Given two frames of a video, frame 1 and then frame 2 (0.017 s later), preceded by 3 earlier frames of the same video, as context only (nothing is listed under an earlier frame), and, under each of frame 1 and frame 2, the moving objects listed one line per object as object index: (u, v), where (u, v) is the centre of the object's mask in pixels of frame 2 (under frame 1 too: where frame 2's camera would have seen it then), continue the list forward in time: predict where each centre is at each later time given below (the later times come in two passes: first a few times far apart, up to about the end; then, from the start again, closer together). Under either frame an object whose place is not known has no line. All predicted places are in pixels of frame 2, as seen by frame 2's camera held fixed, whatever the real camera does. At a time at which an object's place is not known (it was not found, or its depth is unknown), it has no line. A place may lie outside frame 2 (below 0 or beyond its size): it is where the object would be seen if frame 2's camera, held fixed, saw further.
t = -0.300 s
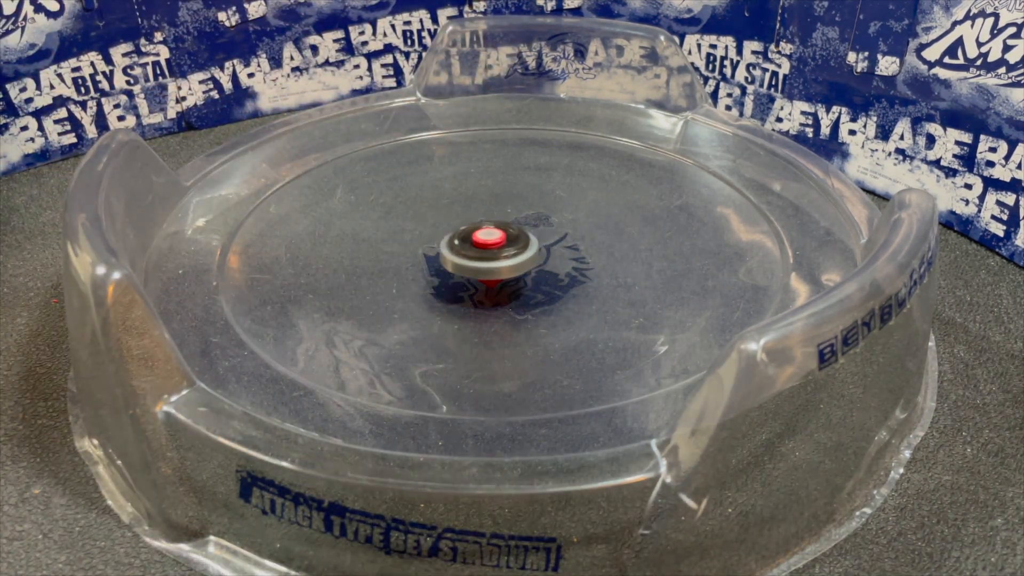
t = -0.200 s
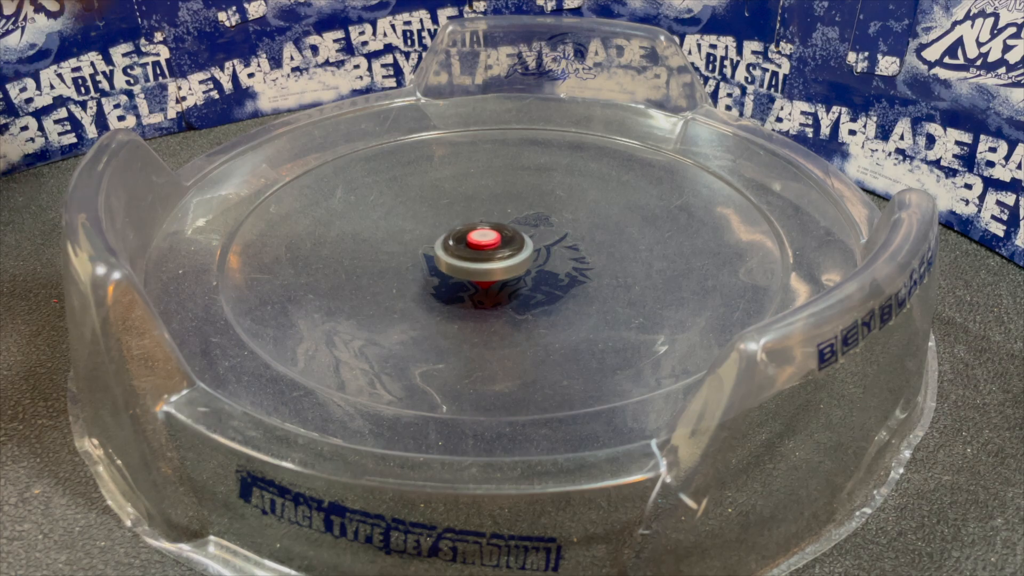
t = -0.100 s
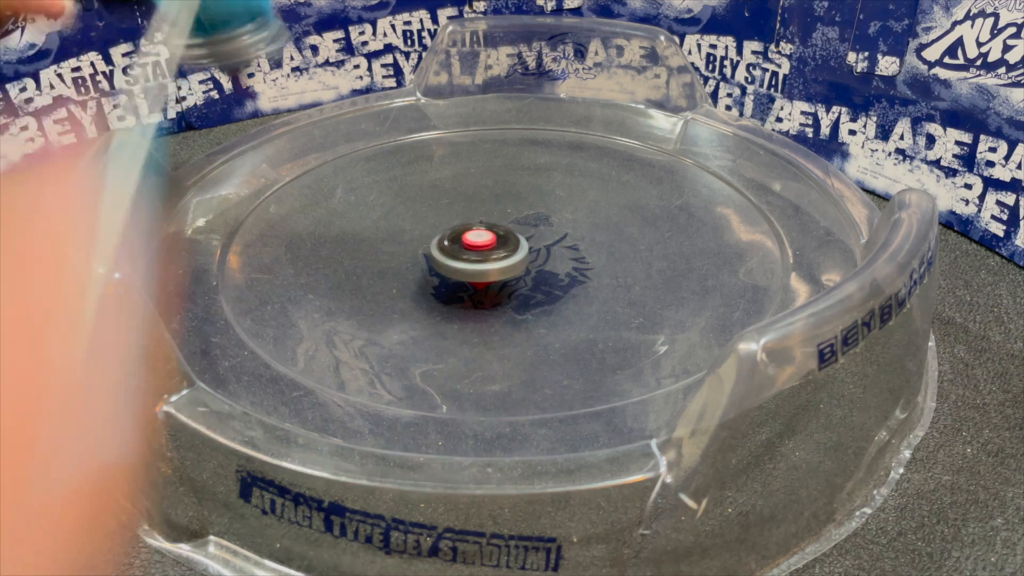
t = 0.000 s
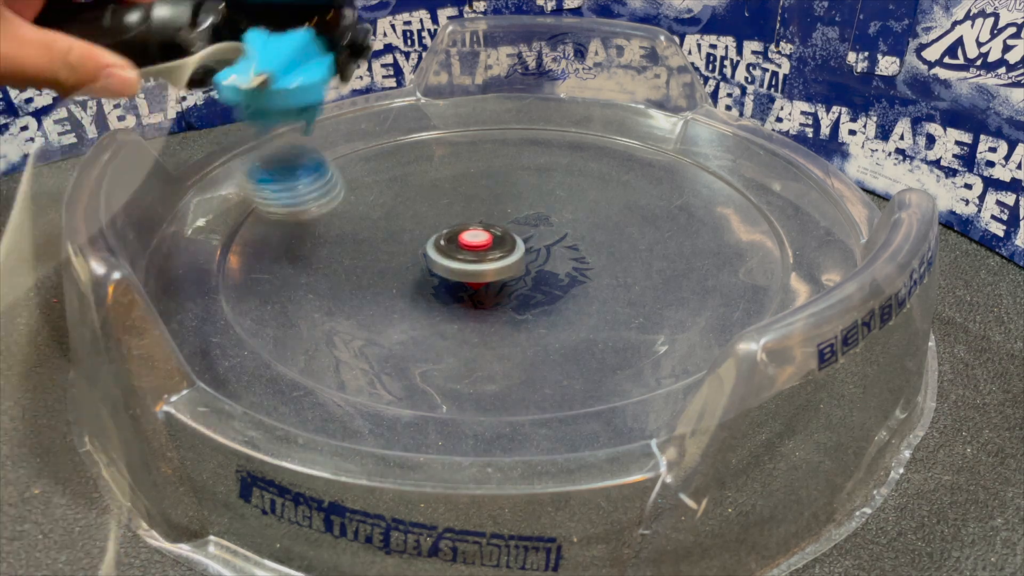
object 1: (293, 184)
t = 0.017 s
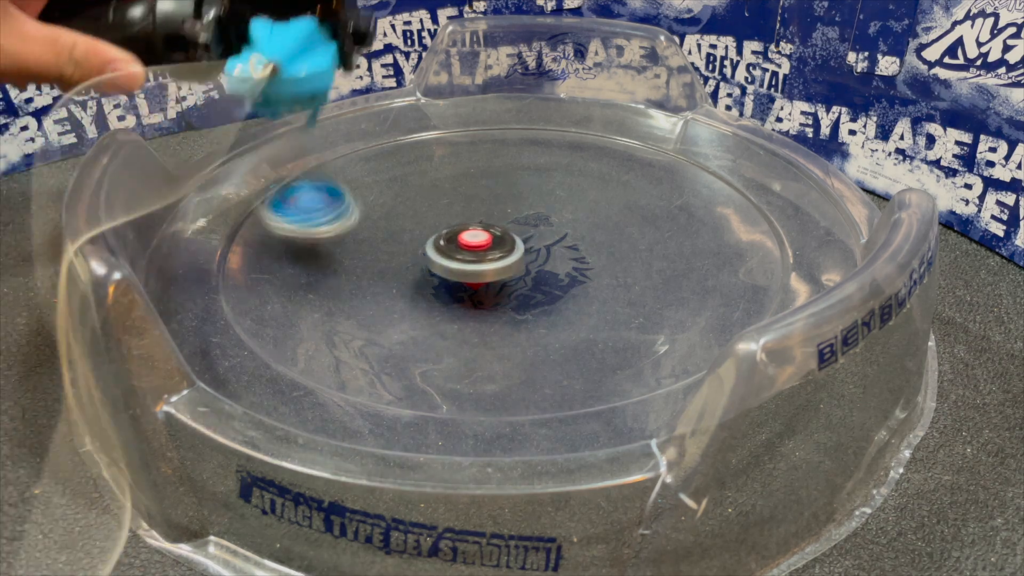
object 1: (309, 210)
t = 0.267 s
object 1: (663, 282)
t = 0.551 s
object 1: (739, 155)
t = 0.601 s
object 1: (740, 155)
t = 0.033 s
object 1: (323, 202)
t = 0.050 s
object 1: (338, 194)
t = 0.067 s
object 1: (356, 190)
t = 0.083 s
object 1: (376, 193)
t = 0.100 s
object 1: (397, 201)
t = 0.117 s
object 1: (416, 214)
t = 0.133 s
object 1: (442, 238)
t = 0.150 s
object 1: (465, 266)
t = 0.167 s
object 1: (491, 304)
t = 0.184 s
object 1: (518, 310)
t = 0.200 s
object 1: (547, 292)
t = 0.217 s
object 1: (577, 282)
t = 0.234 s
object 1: (606, 277)
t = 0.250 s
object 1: (635, 278)
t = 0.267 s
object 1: (663, 282)
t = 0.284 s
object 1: (680, 266)
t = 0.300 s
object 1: (695, 242)
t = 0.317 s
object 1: (708, 226)
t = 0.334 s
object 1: (720, 216)
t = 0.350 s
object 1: (730, 210)
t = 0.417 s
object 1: (735, 191)
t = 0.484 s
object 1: (738, 171)
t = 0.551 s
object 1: (739, 155)
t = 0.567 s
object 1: (739, 155)
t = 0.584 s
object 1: (739, 155)
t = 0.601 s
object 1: (740, 155)
